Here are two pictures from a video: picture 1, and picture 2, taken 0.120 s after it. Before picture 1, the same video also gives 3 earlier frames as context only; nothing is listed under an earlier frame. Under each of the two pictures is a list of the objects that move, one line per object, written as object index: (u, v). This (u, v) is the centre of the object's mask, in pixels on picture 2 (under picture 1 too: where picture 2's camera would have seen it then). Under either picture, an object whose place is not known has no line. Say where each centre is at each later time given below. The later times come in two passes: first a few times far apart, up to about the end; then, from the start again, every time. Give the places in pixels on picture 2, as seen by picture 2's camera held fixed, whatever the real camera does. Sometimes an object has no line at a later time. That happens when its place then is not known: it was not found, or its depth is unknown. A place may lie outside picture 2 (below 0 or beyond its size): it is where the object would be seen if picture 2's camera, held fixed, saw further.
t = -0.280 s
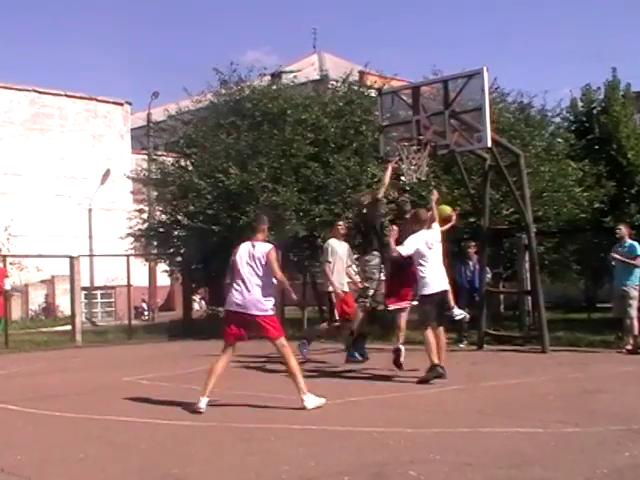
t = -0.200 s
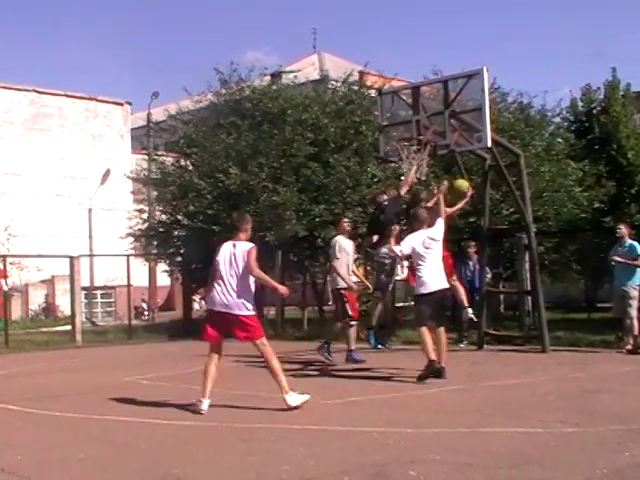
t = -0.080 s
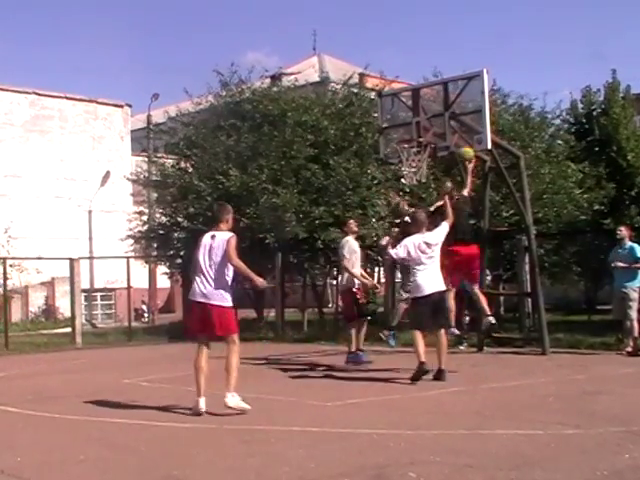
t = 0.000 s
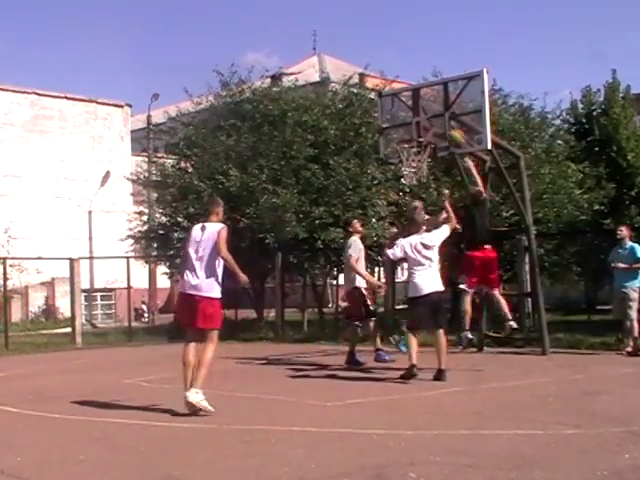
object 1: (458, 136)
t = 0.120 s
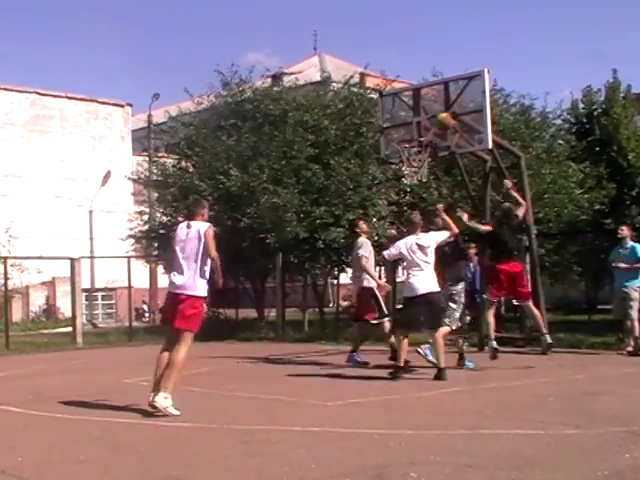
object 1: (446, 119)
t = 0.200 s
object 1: (436, 114)
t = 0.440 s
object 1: (404, 126)
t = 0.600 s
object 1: (384, 154)
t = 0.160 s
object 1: (440, 118)
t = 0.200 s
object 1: (436, 114)
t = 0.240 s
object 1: (431, 114)
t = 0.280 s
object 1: (425, 114)
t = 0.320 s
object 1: (419, 115)
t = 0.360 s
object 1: (415, 118)
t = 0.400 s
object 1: (409, 120)
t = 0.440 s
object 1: (404, 126)
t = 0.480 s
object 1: (399, 132)
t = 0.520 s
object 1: (393, 137)
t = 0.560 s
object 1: (389, 146)
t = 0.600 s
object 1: (384, 154)
